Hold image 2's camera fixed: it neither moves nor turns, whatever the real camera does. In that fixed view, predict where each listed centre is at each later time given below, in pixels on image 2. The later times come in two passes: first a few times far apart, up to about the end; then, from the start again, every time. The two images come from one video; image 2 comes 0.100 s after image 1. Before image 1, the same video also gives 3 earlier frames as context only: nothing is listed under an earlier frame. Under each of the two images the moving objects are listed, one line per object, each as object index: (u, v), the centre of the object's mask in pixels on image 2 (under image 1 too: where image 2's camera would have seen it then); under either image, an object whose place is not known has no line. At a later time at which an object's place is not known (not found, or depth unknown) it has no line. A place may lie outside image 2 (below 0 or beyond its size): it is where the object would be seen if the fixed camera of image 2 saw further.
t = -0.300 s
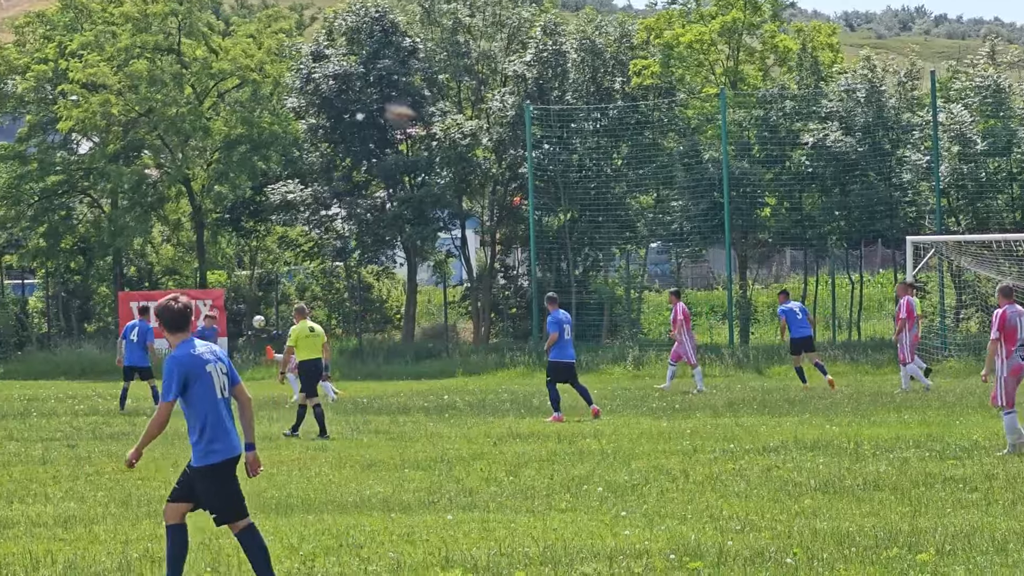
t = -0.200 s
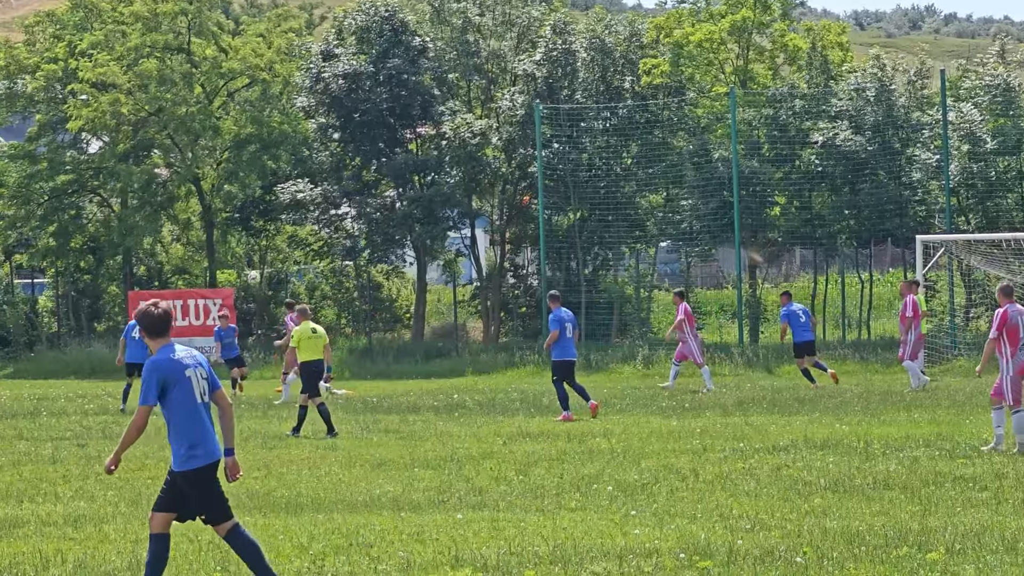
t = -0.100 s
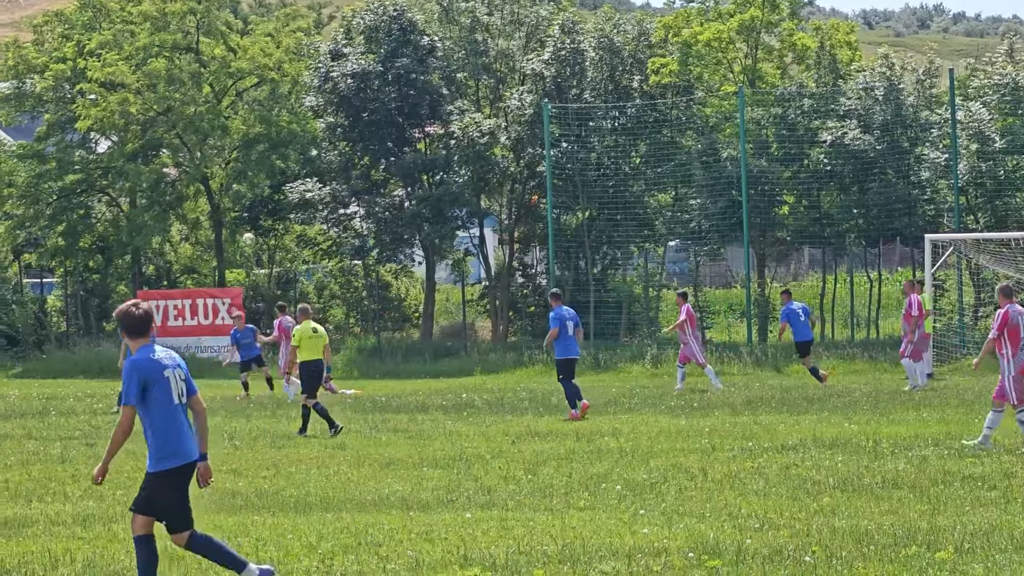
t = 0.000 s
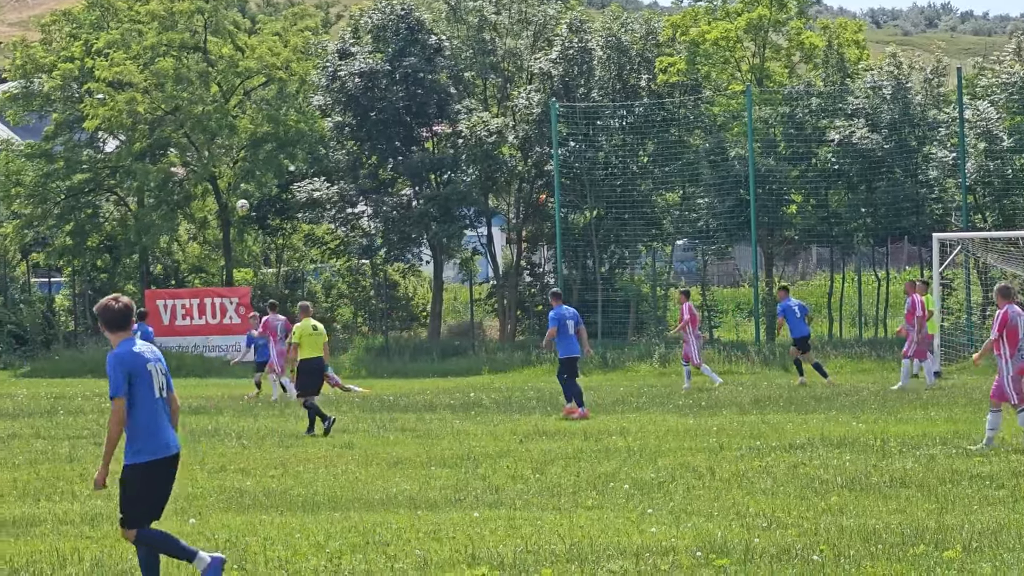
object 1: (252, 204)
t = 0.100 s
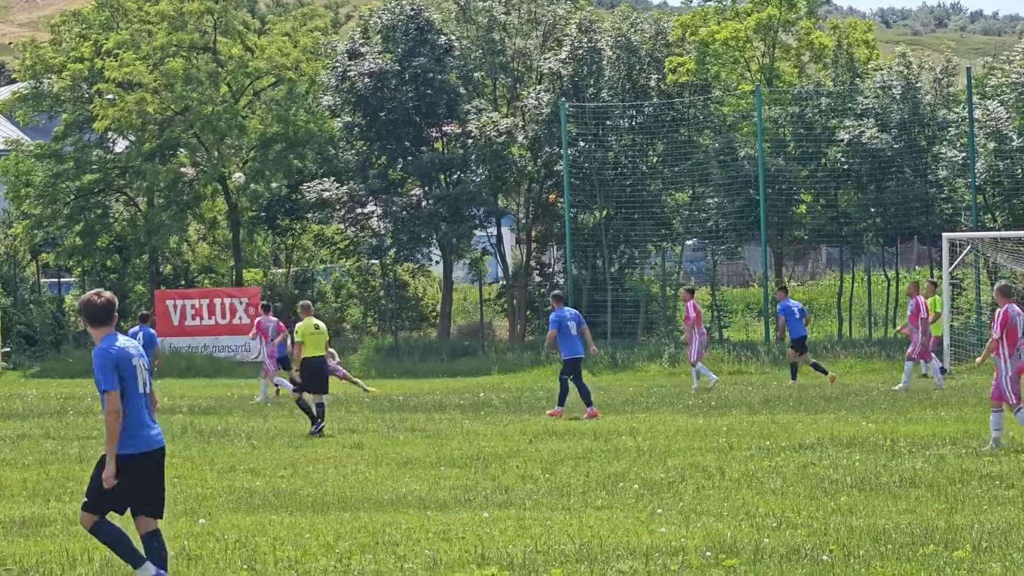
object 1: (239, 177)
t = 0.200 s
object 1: (224, 156)
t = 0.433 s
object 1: (193, 128)
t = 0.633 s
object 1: (165, 128)
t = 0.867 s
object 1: (135, 160)
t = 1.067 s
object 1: (110, 217)
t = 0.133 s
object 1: (233, 169)
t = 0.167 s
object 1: (228, 163)
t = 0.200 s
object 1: (224, 156)
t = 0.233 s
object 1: (219, 150)
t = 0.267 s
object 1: (214, 144)
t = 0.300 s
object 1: (210, 140)
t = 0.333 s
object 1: (206, 135)
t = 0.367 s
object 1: (201, 132)
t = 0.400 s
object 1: (197, 130)
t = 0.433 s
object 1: (193, 128)
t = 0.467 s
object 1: (188, 125)
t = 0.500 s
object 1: (184, 124)
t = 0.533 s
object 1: (180, 124)
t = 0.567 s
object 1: (175, 124)
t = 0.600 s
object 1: (170, 126)
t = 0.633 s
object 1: (165, 128)
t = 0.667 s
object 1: (161, 130)
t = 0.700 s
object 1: (155, 131)
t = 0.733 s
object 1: (152, 135)
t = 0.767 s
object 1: (149, 140)
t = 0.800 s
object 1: (144, 148)
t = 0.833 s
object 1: (140, 153)
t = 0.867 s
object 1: (135, 160)
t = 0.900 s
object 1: (131, 169)
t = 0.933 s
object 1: (127, 177)
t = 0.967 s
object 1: (123, 186)
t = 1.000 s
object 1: (119, 196)
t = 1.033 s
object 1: (114, 205)
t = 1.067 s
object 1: (110, 217)
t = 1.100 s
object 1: (107, 230)
